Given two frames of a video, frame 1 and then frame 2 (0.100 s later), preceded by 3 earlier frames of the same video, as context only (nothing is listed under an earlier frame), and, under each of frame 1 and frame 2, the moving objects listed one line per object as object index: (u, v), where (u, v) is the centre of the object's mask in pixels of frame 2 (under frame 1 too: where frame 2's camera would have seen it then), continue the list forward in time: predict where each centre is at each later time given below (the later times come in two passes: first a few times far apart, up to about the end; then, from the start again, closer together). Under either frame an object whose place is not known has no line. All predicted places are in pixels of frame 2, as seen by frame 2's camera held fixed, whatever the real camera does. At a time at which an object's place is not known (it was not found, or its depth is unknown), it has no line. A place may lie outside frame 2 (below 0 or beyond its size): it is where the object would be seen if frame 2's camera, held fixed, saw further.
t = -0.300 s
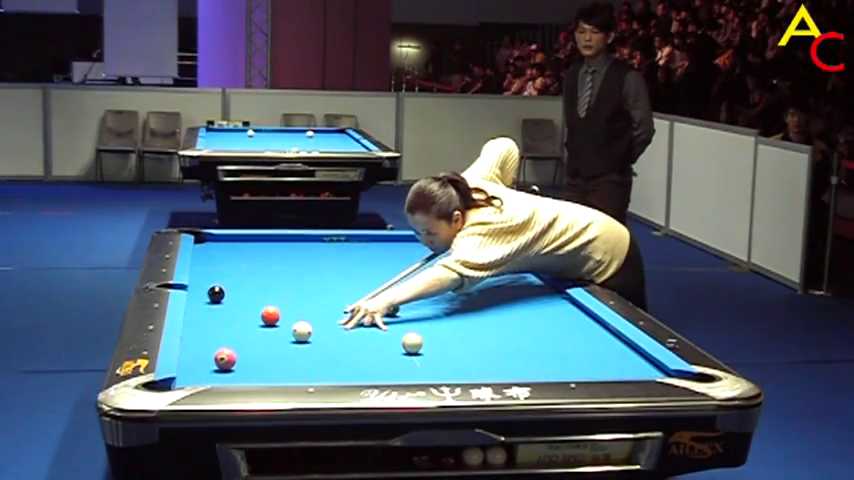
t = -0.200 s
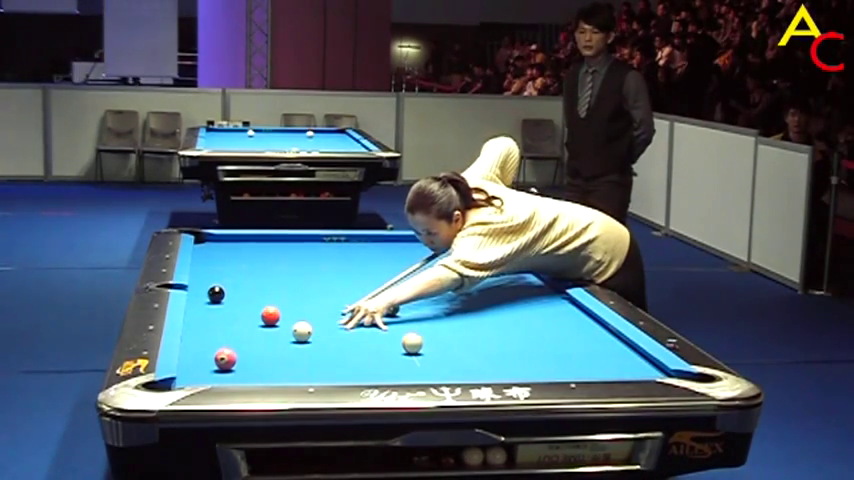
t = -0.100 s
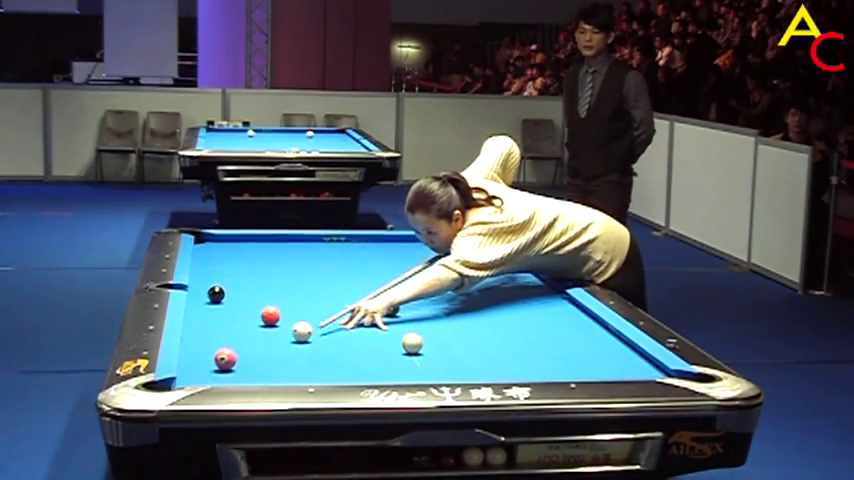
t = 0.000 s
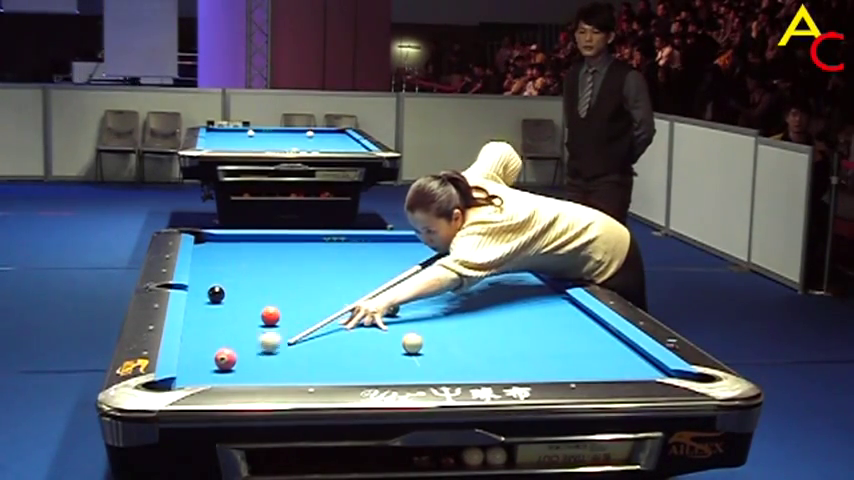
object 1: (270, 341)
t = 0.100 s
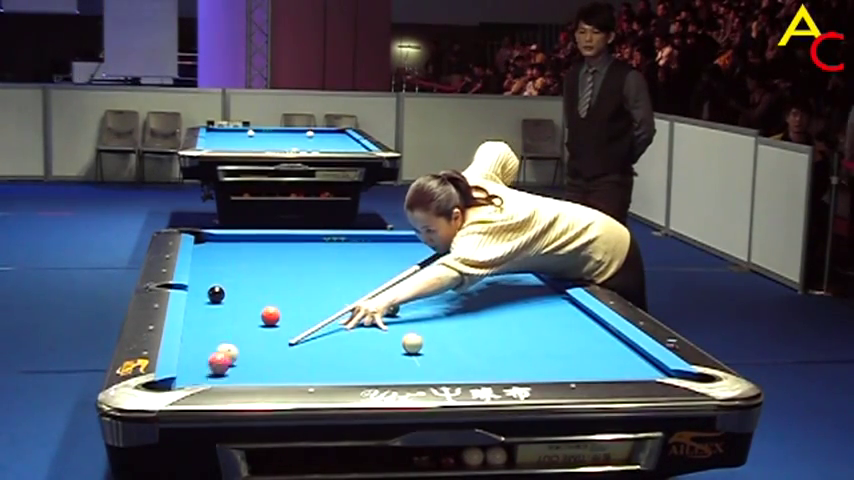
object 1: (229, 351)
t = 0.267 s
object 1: (203, 350)
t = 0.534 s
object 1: (196, 343)
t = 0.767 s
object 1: (208, 337)
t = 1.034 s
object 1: (220, 331)
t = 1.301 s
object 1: (230, 326)
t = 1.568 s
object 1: (240, 321)
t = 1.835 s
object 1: (249, 317)
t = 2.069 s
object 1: (252, 314)
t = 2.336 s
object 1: (251, 312)
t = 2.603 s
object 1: (250, 309)
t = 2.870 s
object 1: (249, 307)
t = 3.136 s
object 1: (248, 306)
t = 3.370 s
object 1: (248, 304)
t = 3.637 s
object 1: (248, 303)
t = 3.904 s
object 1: (247, 303)
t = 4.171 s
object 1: (247, 302)
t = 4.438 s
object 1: (247, 302)
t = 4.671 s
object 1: (247, 302)
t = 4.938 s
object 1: (247, 302)
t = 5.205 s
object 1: (247, 302)
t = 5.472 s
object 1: (247, 302)
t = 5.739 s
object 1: (247, 302)
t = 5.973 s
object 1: (247, 302)
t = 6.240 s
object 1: (247, 302)
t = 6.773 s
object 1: (250, 302)
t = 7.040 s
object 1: (247, 302)
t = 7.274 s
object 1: (247, 302)
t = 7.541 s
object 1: (247, 302)
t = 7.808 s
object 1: (247, 302)
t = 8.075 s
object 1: (247, 302)
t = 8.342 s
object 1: (247, 302)
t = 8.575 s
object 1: (247, 302)
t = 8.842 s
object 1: (247, 302)
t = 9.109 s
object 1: (247, 302)
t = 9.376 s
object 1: (247, 302)
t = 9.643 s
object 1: (247, 302)
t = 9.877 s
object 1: (247, 302)
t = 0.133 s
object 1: (221, 352)
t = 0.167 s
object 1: (215, 352)
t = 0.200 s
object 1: (210, 352)
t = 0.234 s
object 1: (206, 351)
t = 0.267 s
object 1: (203, 350)
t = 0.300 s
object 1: (200, 349)
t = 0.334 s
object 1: (197, 348)
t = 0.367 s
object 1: (194, 347)
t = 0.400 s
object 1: (191, 346)
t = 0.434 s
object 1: (191, 346)
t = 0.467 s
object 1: (193, 345)
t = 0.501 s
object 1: (195, 344)
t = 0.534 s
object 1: (196, 343)
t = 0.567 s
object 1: (198, 342)
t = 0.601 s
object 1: (199, 341)
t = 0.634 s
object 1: (201, 340)
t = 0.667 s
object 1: (203, 340)
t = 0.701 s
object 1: (205, 339)
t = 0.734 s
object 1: (206, 338)
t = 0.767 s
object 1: (208, 337)
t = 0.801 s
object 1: (209, 337)
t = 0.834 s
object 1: (211, 336)
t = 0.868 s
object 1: (212, 335)
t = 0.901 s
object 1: (214, 334)
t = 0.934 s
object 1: (215, 333)
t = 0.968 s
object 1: (217, 333)
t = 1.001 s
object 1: (218, 332)
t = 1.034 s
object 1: (220, 331)
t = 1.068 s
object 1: (221, 331)
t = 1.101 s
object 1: (222, 330)
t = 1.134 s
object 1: (224, 329)
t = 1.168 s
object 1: (225, 329)
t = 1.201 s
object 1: (226, 328)
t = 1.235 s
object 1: (228, 327)
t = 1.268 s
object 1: (229, 327)
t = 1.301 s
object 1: (230, 326)
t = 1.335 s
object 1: (232, 326)
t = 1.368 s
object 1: (233, 325)
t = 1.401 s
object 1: (234, 324)
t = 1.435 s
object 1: (235, 324)
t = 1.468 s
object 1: (237, 323)
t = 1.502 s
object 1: (238, 323)
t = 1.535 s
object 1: (239, 322)
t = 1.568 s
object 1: (240, 321)
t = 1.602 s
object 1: (241, 321)
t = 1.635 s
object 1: (242, 320)
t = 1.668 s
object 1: (243, 320)
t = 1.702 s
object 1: (244, 319)
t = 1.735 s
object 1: (245, 319)
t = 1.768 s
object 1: (246, 319)
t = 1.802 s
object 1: (248, 318)
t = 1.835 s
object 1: (249, 317)
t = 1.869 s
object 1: (250, 317)
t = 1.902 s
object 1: (251, 316)
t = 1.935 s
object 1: (251, 316)
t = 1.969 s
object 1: (251, 316)
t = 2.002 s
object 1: (252, 315)
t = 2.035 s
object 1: (252, 315)
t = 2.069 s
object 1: (252, 314)
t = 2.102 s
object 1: (252, 314)
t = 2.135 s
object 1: (252, 314)
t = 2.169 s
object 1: (252, 313)
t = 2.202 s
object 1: (251, 313)
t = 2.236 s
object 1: (251, 313)
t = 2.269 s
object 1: (251, 313)
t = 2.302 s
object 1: (251, 312)
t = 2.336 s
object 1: (251, 312)
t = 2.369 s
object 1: (251, 311)
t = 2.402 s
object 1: (251, 311)
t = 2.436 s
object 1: (251, 311)
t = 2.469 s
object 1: (251, 310)
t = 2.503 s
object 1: (250, 310)
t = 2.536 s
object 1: (250, 310)
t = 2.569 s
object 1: (250, 310)
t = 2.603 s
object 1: (250, 309)
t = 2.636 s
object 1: (250, 309)
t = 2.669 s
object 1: (250, 309)
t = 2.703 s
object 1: (250, 308)
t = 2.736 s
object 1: (249, 308)
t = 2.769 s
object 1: (249, 308)
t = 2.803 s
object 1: (249, 308)
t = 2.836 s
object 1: (249, 307)
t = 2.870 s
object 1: (249, 307)
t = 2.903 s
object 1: (249, 307)
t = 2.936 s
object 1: (249, 307)
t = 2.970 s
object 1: (249, 306)
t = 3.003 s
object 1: (249, 306)
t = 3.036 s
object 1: (249, 306)
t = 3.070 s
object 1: (249, 306)
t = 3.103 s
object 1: (248, 306)
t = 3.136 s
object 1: (248, 306)
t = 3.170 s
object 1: (248, 306)
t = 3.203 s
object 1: (248, 305)
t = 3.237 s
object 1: (248, 305)
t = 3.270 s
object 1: (248, 305)
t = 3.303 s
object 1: (248, 305)
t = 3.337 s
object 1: (248, 304)
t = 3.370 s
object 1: (248, 304)
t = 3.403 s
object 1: (248, 304)
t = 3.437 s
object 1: (248, 304)
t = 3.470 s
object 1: (248, 304)
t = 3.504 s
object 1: (248, 304)
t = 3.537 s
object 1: (248, 304)
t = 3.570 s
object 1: (248, 304)
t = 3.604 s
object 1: (248, 304)
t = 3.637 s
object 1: (248, 303)
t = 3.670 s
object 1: (248, 303)
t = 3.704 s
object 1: (248, 303)
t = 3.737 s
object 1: (248, 303)
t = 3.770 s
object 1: (247, 303)
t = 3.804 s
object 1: (247, 303)
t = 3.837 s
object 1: (247, 303)
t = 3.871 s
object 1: (247, 303)
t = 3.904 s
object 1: (247, 303)
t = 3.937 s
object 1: (247, 302)
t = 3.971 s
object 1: (247, 303)
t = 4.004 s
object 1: (247, 302)
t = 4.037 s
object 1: (247, 302)
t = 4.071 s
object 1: (247, 302)
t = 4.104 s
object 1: (247, 302)
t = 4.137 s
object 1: (247, 302)
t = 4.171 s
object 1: (247, 302)
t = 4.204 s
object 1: (247, 302)
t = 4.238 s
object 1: (247, 302)
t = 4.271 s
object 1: (247, 302)
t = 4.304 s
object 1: (247, 302)
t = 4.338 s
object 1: (247, 302)
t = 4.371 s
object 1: (247, 302)
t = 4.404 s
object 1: (247, 302)
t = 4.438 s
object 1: (247, 302)
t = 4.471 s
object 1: (247, 302)
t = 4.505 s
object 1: (247, 302)
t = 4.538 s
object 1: (247, 302)
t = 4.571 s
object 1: (247, 302)
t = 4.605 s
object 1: (247, 302)
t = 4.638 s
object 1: (247, 302)
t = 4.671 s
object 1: (247, 302)
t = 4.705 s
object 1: (247, 302)
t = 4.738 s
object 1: (247, 302)
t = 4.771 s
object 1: (247, 302)
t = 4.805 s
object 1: (247, 302)
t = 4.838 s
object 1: (247, 302)
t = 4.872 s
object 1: (247, 302)
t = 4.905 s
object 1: (247, 302)
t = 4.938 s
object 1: (247, 302)
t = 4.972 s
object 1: (247, 302)
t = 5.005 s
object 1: (247, 302)
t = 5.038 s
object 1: (247, 302)
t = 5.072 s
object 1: (247, 302)
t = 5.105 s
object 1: (247, 302)
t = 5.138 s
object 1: (247, 302)
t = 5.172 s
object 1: (247, 302)
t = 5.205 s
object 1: (247, 302)
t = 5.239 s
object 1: (247, 302)
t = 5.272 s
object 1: (247, 302)
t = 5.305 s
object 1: (247, 302)
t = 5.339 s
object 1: (247, 302)
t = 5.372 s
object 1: (247, 302)
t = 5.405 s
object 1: (247, 302)
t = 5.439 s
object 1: (247, 302)
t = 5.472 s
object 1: (247, 302)
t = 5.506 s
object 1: (247, 302)
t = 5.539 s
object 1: (247, 302)
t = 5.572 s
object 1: (247, 302)
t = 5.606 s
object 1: (247, 302)
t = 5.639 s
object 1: (247, 302)
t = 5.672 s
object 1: (247, 302)
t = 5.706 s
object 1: (247, 302)
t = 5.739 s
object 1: (247, 302)
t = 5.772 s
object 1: (247, 302)
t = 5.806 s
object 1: (247, 302)
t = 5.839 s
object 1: (247, 302)
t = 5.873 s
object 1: (247, 302)
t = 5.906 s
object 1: (247, 302)
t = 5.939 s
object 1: (247, 302)
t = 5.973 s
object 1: (247, 302)
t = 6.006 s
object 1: (247, 302)
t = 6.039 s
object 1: (247, 302)
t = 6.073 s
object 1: (247, 302)
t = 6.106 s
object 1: (247, 302)
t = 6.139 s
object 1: (247, 302)
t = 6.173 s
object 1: (247, 302)
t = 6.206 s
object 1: (247, 302)
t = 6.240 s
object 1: (247, 302)
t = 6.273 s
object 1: (247, 302)
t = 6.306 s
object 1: (247, 302)
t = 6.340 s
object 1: (247, 302)
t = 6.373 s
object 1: (244, 298)
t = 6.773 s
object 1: (250, 302)
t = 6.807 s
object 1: (247, 302)
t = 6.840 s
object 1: (247, 302)
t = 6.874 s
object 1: (247, 302)
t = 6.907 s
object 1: (247, 302)
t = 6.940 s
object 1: (247, 302)
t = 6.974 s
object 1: (247, 302)
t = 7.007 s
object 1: (247, 302)
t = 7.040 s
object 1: (247, 302)
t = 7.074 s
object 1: (247, 302)
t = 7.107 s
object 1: (247, 302)
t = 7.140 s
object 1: (247, 302)
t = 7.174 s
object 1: (247, 302)
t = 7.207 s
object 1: (247, 302)
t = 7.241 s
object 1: (247, 302)
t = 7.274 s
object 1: (247, 302)
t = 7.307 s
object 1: (247, 302)
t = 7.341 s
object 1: (247, 302)
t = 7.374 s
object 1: (247, 302)
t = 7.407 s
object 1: (247, 302)
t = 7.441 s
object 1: (247, 302)
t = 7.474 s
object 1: (247, 302)
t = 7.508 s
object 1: (247, 302)
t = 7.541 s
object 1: (247, 302)
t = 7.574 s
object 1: (247, 302)
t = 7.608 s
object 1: (247, 302)
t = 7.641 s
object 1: (247, 302)
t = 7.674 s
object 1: (247, 302)
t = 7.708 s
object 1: (247, 302)
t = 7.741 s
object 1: (247, 302)
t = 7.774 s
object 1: (247, 302)
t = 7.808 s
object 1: (247, 302)
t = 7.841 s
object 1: (247, 302)
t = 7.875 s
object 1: (247, 302)
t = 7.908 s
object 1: (247, 302)
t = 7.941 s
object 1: (247, 302)
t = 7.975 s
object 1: (247, 302)
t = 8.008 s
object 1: (247, 302)
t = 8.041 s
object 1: (247, 302)
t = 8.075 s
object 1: (247, 302)
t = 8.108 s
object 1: (247, 302)
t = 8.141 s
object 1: (247, 302)
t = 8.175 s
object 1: (247, 302)
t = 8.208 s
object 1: (247, 302)
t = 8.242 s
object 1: (247, 302)
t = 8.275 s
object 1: (247, 302)
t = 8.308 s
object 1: (247, 302)
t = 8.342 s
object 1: (247, 302)
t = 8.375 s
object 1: (247, 302)
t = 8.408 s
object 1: (247, 302)
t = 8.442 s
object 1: (247, 302)
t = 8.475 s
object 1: (247, 302)
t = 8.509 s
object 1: (247, 302)
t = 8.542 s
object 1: (247, 302)
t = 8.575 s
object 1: (247, 302)
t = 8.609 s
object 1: (247, 302)
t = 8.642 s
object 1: (247, 302)
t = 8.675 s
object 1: (247, 302)
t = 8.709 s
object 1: (247, 302)
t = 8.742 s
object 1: (247, 302)
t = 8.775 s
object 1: (247, 302)
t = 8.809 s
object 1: (247, 302)
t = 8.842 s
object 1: (247, 302)
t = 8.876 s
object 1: (247, 302)
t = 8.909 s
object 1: (247, 302)
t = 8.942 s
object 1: (247, 302)
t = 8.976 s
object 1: (247, 302)
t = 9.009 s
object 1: (247, 302)
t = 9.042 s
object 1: (247, 302)
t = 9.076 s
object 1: (247, 302)
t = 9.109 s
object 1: (247, 302)
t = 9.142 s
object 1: (247, 302)
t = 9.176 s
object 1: (247, 302)
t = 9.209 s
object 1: (247, 302)
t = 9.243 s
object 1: (247, 302)
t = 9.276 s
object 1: (247, 302)
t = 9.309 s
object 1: (247, 302)
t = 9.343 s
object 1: (247, 302)
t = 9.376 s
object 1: (247, 302)
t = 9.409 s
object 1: (247, 302)
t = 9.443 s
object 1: (247, 302)
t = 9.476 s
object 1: (247, 302)
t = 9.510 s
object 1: (247, 302)
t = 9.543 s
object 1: (247, 302)
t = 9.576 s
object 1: (247, 302)
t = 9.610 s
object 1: (247, 302)
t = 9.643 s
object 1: (247, 302)
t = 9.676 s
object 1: (247, 302)
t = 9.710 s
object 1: (247, 302)
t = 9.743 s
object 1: (247, 302)
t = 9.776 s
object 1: (247, 302)
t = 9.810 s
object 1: (247, 302)
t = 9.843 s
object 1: (247, 302)
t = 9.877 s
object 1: (247, 302)
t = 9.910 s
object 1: (247, 302)
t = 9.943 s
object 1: (247, 302)
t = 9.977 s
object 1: (247, 302)
